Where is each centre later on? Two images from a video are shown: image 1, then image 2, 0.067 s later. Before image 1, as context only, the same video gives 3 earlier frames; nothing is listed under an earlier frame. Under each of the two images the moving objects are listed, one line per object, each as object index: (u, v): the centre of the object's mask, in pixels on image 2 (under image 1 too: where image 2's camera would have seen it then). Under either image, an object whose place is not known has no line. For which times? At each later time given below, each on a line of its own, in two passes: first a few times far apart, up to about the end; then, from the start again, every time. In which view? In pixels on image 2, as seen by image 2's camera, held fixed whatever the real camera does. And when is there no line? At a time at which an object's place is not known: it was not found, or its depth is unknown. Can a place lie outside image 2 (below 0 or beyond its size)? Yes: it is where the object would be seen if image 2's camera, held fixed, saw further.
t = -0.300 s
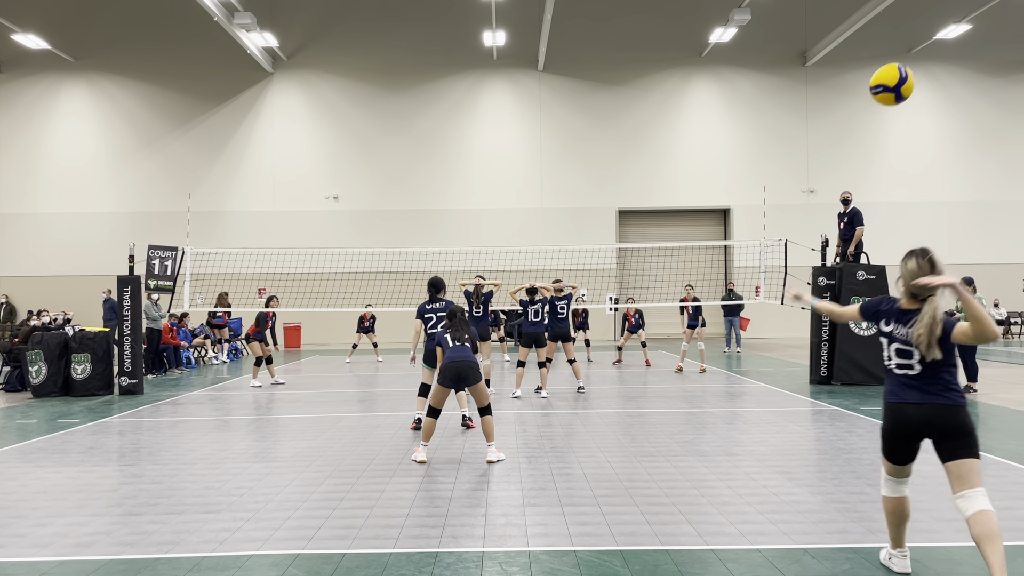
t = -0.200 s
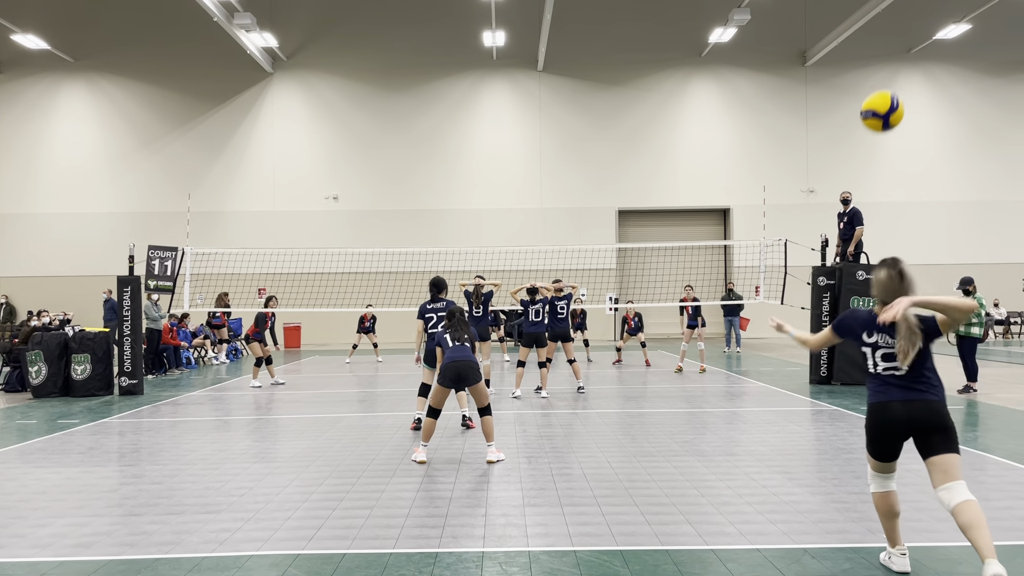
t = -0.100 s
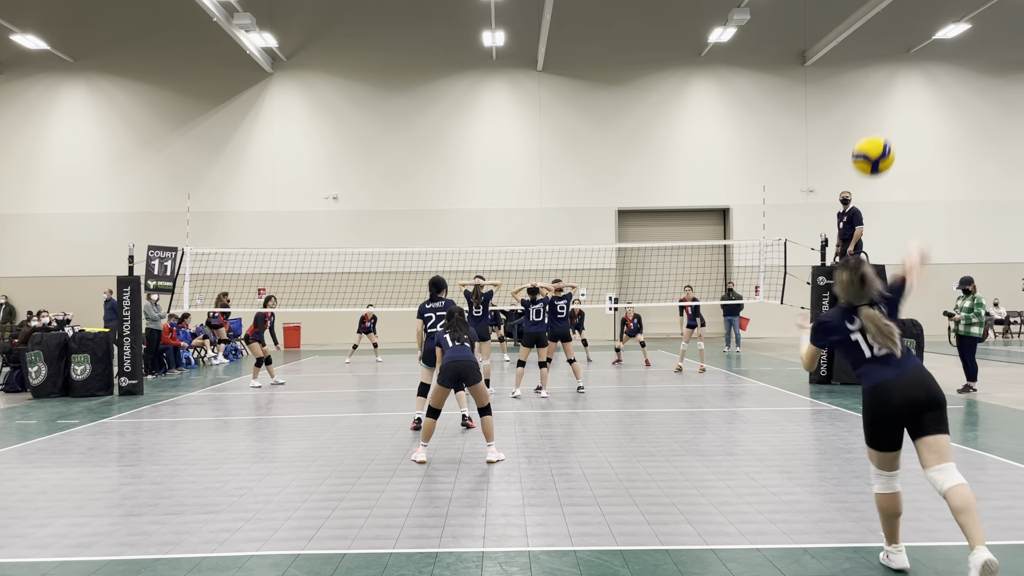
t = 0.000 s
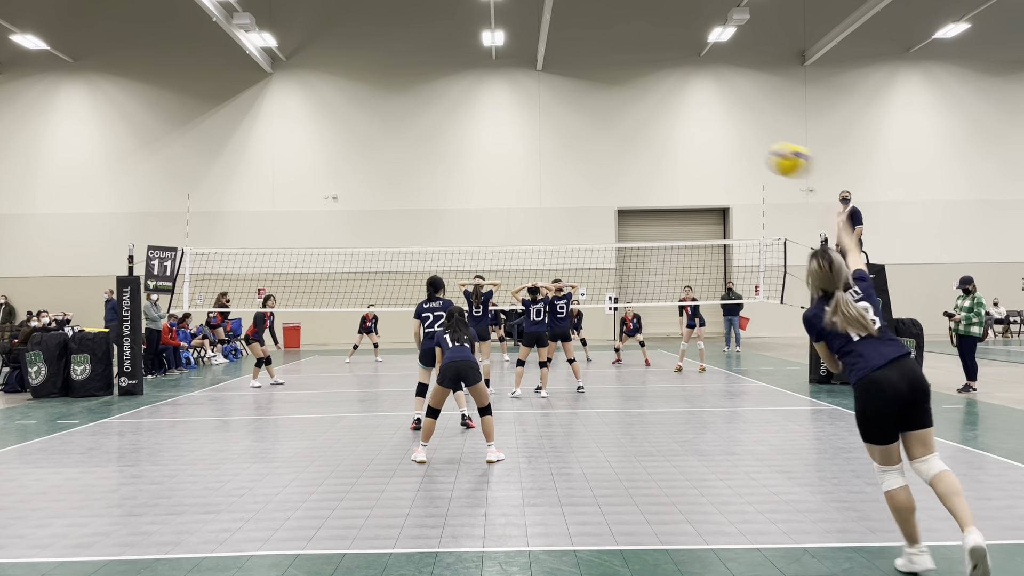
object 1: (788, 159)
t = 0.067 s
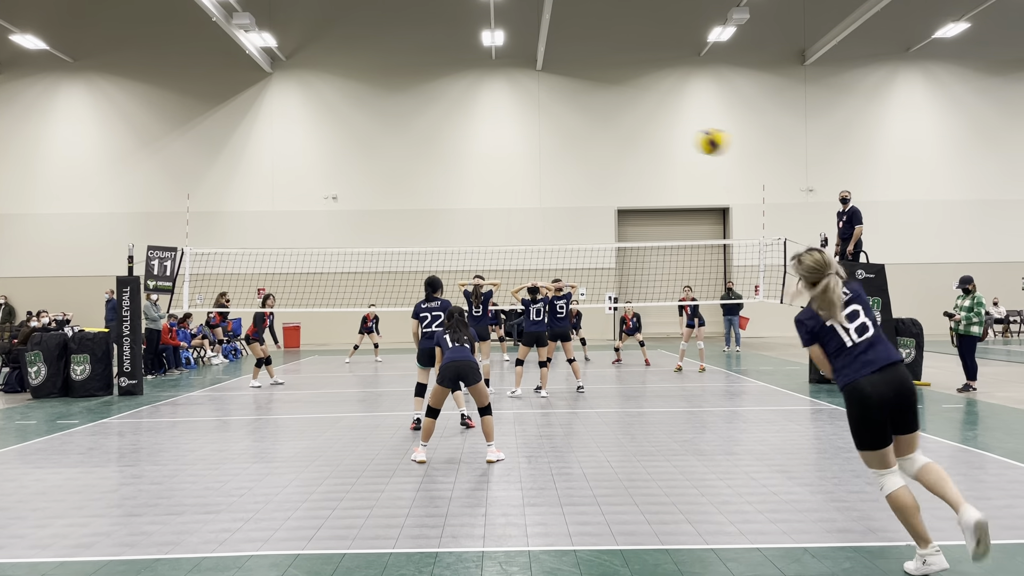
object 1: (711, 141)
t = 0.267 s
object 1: (575, 133)
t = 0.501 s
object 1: (491, 166)
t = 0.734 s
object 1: (441, 218)
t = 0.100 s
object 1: (680, 136)
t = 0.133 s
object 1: (654, 132)
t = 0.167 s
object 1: (631, 131)
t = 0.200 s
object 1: (611, 131)
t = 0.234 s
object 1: (592, 131)
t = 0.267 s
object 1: (575, 133)
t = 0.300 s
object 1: (560, 136)
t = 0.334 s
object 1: (546, 139)
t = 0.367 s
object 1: (533, 143)
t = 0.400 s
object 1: (521, 149)
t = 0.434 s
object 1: (510, 154)
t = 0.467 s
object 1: (500, 159)
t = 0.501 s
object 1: (491, 166)
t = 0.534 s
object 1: (482, 173)
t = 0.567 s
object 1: (474, 180)
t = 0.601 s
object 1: (467, 186)
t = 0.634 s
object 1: (460, 194)
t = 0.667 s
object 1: (453, 202)
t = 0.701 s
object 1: (448, 210)
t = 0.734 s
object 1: (441, 218)
